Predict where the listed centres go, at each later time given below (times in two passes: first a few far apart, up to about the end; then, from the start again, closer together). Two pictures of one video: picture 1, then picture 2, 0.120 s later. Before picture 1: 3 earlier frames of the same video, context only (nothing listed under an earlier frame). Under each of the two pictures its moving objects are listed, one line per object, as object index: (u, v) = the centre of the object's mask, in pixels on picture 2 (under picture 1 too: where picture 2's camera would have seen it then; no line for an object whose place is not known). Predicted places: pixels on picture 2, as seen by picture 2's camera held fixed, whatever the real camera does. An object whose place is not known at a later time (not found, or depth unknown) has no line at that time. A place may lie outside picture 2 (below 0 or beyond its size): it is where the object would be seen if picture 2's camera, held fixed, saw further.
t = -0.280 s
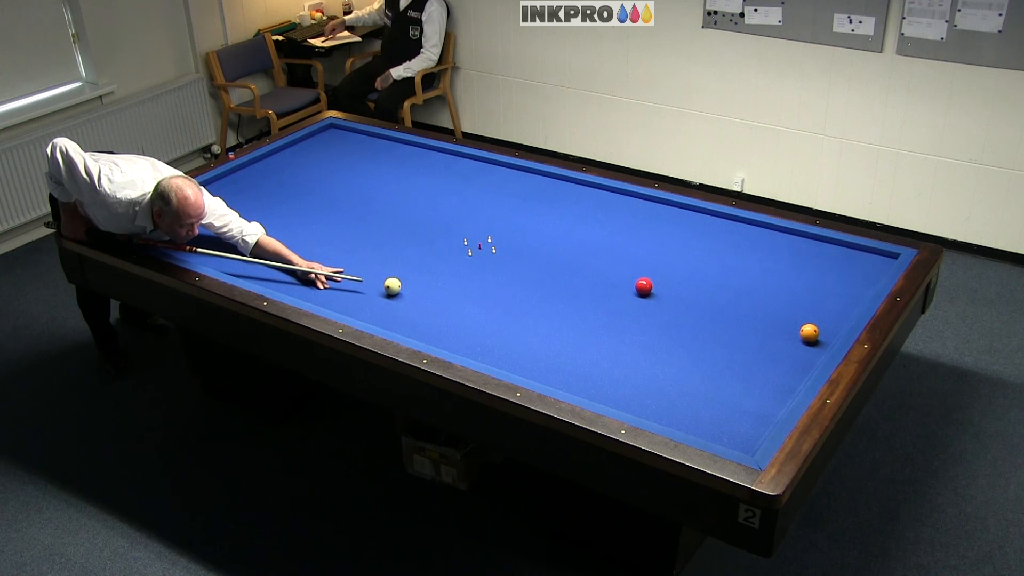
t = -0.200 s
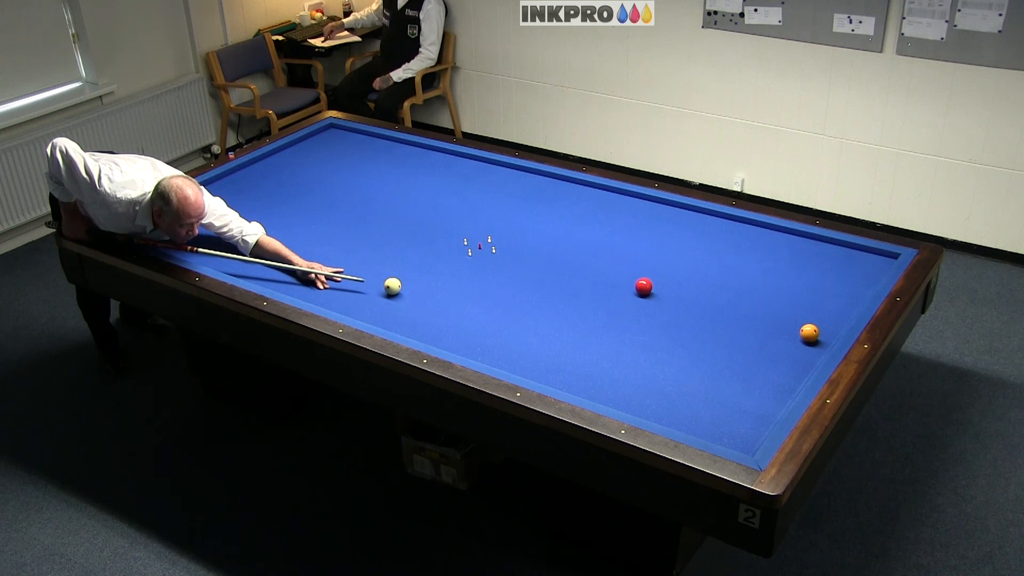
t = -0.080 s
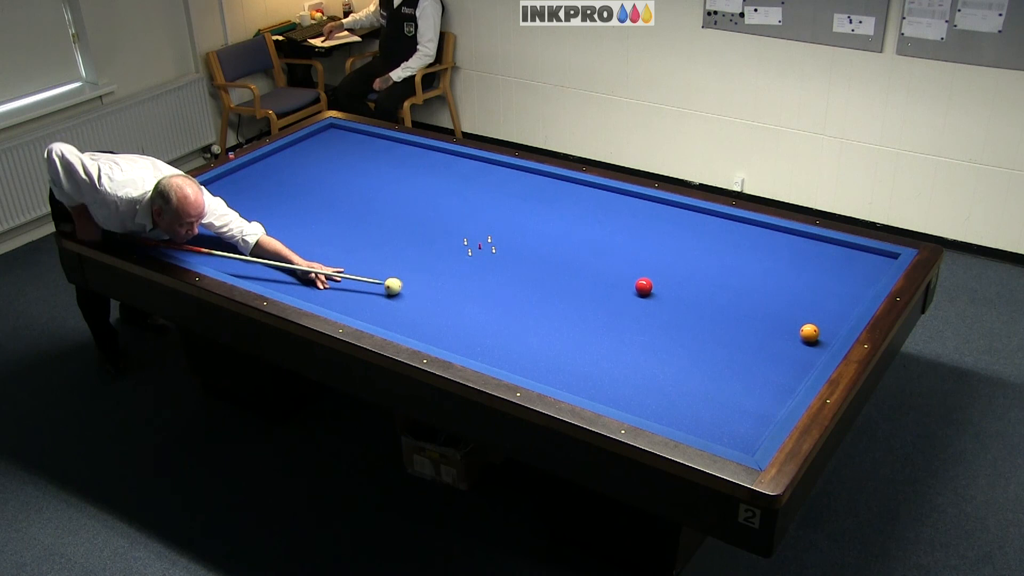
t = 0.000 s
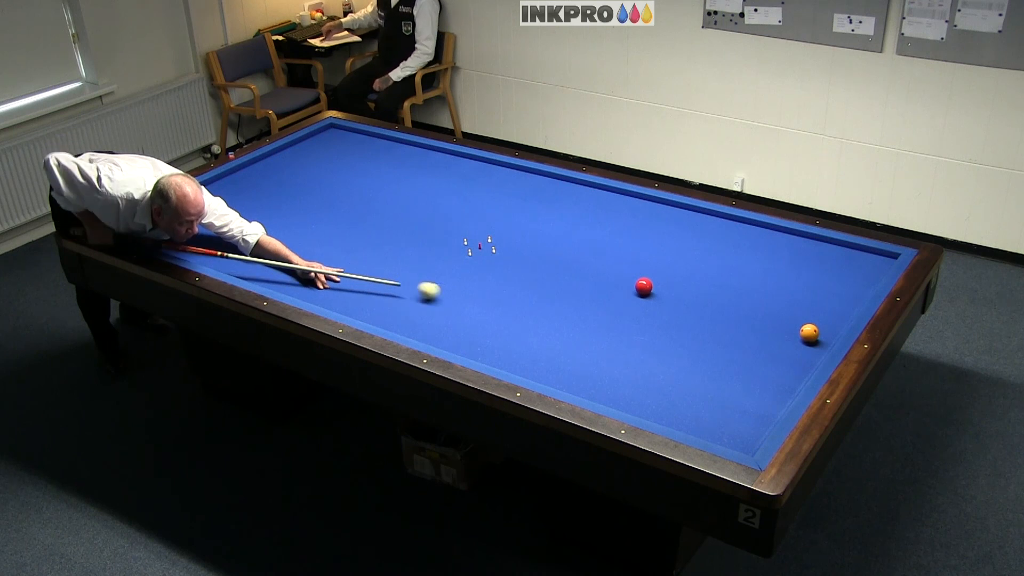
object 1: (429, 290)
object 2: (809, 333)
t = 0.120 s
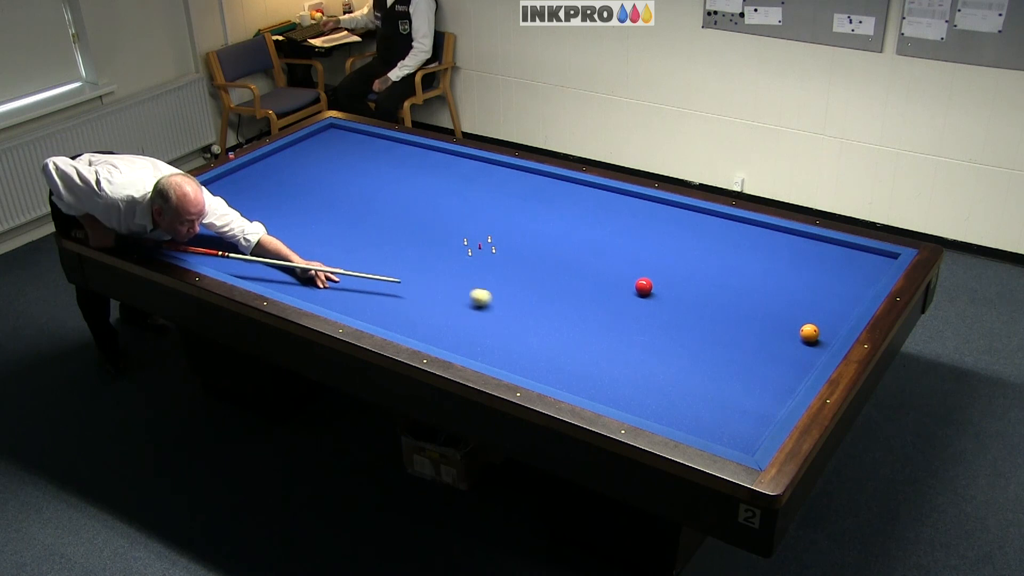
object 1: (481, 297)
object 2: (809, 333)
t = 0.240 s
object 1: (531, 304)
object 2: (809, 333)
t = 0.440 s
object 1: (616, 315)
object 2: (809, 333)
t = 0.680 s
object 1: (723, 329)
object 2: (809, 333)
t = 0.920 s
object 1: (820, 349)
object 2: (821, 327)
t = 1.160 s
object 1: (764, 342)
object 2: (846, 315)
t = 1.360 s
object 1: (722, 336)
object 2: (847, 304)
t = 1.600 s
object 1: (675, 329)
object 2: (849, 290)
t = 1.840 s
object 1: (629, 323)
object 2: (850, 278)
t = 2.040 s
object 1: (592, 318)
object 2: (851, 268)
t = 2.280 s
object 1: (550, 312)
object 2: (853, 258)
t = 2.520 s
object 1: (510, 306)
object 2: (853, 248)
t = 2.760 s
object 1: (471, 301)
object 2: (845, 251)
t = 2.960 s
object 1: (440, 296)
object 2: (839, 254)
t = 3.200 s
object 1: (404, 291)
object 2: (832, 257)
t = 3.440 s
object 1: (371, 286)
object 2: (824, 261)
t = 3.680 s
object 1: (338, 281)
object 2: (818, 264)
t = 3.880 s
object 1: (313, 278)
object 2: (813, 266)
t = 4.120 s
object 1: (283, 273)
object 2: (807, 269)
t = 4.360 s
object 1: (255, 269)
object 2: (801, 271)
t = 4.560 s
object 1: (233, 266)
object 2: (797, 273)
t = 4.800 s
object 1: (208, 261)
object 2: (792, 275)
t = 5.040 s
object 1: (189, 254)
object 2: (788, 277)
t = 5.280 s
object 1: (176, 248)
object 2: (784, 278)
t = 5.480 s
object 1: (166, 243)
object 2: (781, 280)
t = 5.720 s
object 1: (155, 237)
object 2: (777, 281)
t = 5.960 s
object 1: (145, 230)
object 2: (775, 282)
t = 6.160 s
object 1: (136, 226)
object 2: (773, 282)
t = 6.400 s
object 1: (127, 220)
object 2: (771, 283)
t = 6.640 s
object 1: (136, 222)
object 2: (770, 283)
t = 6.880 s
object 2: (769, 283)
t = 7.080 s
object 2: (769, 284)
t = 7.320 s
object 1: (157, 225)
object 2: (769, 283)
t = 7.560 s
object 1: (164, 226)
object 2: (769, 283)
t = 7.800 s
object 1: (170, 227)
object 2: (769, 283)
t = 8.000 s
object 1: (175, 228)
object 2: (769, 283)
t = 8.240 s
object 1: (180, 229)
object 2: (769, 283)
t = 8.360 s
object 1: (183, 229)
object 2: (769, 283)
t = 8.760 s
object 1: (190, 231)
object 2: (769, 283)
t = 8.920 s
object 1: (192, 231)
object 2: (769, 283)
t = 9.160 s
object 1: (196, 232)
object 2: (769, 283)
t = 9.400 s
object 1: (199, 232)
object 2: (769, 283)
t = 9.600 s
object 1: (201, 233)
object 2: (769, 283)
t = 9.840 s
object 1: (203, 233)
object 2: (769, 283)
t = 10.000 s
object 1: (204, 234)
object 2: (769, 283)
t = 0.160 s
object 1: (497, 299)
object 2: (809, 333)
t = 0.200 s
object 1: (514, 302)
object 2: (809, 333)
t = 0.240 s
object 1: (531, 304)
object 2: (809, 333)
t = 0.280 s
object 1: (548, 306)
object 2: (809, 333)
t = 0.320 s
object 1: (565, 309)
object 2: (809, 333)
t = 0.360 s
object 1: (582, 311)
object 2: (809, 333)
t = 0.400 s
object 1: (599, 313)
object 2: (809, 333)
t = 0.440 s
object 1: (616, 315)
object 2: (809, 333)
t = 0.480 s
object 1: (634, 318)
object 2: (809, 333)
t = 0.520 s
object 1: (651, 320)
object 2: (809, 333)
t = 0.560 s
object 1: (669, 322)
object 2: (809, 333)
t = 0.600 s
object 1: (687, 325)
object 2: (809, 333)
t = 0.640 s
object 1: (705, 327)
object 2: (809, 333)
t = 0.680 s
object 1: (723, 329)
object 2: (809, 333)
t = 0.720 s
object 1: (741, 332)
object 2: (809, 333)
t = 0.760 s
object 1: (760, 334)
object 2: (809, 333)
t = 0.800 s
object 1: (778, 337)
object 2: (809, 333)
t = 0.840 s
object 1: (796, 339)
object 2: (810, 332)
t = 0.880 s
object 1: (808, 345)
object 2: (816, 329)
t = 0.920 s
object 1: (820, 349)
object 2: (821, 327)
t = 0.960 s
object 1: (812, 349)
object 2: (826, 325)
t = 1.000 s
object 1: (800, 347)
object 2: (831, 323)
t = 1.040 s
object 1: (790, 345)
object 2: (835, 321)
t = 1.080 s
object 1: (780, 344)
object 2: (840, 319)
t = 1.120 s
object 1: (772, 343)
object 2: (844, 317)
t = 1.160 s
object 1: (764, 342)
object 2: (846, 315)
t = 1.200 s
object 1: (755, 341)
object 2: (846, 313)
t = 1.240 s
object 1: (747, 339)
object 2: (846, 311)
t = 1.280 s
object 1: (739, 338)
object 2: (847, 308)
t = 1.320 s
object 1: (731, 337)
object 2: (847, 306)
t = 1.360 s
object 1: (722, 336)
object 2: (847, 304)
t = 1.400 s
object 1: (714, 335)
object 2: (848, 301)
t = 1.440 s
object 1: (706, 334)
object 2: (848, 299)
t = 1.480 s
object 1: (698, 333)
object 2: (848, 297)
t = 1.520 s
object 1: (690, 332)
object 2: (848, 295)
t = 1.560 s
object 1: (683, 330)
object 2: (849, 292)
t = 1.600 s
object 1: (675, 329)
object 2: (849, 290)
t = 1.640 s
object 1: (667, 328)
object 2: (849, 288)
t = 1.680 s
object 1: (659, 327)
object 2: (849, 286)
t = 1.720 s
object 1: (652, 326)
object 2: (850, 284)
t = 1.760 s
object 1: (644, 325)
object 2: (850, 282)
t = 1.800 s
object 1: (637, 324)
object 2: (850, 280)
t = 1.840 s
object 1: (629, 323)
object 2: (850, 278)
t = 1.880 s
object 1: (622, 322)
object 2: (851, 276)
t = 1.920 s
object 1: (614, 321)
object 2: (851, 274)
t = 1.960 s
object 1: (607, 320)
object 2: (851, 272)
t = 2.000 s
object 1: (600, 319)
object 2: (851, 270)
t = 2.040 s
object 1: (592, 318)
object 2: (851, 268)
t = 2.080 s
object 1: (585, 317)
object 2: (852, 266)
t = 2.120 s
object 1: (578, 316)
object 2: (852, 265)
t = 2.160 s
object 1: (571, 315)
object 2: (852, 263)
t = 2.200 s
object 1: (564, 314)
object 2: (852, 261)
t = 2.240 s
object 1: (557, 313)
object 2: (852, 259)
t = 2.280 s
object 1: (550, 312)
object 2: (853, 258)
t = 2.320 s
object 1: (543, 311)
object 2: (853, 256)
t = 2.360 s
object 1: (536, 310)
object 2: (853, 254)
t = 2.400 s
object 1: (530, 309)
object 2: (853, 252)
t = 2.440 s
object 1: (523, 308)
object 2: (853, 251)
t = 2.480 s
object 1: (516, 307)
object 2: (853, 249)
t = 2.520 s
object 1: (510, 306)
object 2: (853, 248)
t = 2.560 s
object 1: (503, 305)
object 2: (852, 248)
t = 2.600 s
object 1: (497, 304)
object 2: (851, 249)
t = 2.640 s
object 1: (490, 303)
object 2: (849, 249)
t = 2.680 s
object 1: (483, 302)
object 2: (848, 250)
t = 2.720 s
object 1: (477, 302)
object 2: (847, 251)
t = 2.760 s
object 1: (471, 301)
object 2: (845, 251)
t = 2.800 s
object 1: (465, 300)
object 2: (844, 252)
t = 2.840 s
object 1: (458, 299)
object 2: (843, 252)
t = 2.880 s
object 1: (452, 298)
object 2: (841, 253)
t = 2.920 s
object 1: (446, 297)
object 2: (840, 254)
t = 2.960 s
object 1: (440, 296)
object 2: (839, 254)
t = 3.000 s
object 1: (434, 295)
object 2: (838, 255)
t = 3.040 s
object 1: (428, 295)
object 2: (837, 255)
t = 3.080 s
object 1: (422, 294)
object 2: (835, 256)
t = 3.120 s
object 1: (416, 293)
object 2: (834, 256)
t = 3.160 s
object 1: (410, 292)
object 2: (833, 257)
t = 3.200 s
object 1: (404, 291)
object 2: (832, 257)
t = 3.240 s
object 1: (399, 290)
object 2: (830, 258)
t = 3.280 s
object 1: (393, 289)
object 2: (829, 259)
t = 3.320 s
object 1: (387, 289)
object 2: (828, 259)
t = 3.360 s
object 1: (382, 287)
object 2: (827, 260)
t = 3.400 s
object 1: (376, 287)
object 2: (826, 260)
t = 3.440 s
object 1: (371, 286)
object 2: (824, 261)
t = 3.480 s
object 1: (365, 285)
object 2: (823, 261)
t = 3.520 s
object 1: (360, 285)
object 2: (822, 262)
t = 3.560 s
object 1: (354, 284)
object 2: (821, 262)
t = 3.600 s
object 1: (349, 283)
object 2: (820, 263)
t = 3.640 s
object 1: (344, 282)
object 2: (819, 263)
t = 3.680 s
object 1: (338, 281)
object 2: (818, 264)
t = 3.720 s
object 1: (333, 281)
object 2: (817, 264)
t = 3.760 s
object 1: (328, 280)
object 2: (816, 265)
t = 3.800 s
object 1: (323, 279)
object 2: (815, 265)
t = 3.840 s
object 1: (318, 278)
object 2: (814, 266)
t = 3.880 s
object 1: (313, 278)
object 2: (813, 266)
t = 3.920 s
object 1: (308, 277)
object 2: (811, 267)
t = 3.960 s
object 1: (303, 276)
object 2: (811, 267)
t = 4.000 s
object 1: (298, 276)
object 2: (810, 267)
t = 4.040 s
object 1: (293, 275)
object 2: (809, 268)
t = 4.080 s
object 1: (288, 274)
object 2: (808, 268)
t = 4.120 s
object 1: (283, 273)
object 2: (807, 269)
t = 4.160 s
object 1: (278, 273)
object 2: (806, 269)
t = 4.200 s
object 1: (274, 272)
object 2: (805, 269)
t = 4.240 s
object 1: (269, 271)
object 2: (804, 270)
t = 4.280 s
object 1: (264, 270)
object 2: (803, 270)
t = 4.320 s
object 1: (260, 270)
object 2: (802, 271)
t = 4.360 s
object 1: (255, 269)
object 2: (801, 271)
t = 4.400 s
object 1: (251, 268)
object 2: (800, 271)
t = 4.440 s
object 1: (246, 268)
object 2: (799, 272)
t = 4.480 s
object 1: (242, 267)
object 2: (798, 272)
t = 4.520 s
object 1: (237, 266)
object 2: (798, 272)
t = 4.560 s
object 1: (233, 266)
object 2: (797, 273)
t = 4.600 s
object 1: (229, 265)
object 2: (796, 273)
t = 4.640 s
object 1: (224, 264)
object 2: (795, 274)
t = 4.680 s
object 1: (220, 263)
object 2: (794, 274)
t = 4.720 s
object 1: (216, 262)
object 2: (794, 274)
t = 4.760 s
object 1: (212, 261)
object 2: (793, 275)
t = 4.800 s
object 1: (208, 261)
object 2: (792, 275)
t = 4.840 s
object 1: (204, 260)
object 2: (791, 275)
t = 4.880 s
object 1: (200, 259)
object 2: (790, 276)
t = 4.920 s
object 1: (196, 258)
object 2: (790, 276)
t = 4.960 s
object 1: (194, 256)
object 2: (789, 276)
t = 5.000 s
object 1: (192, 255)
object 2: (788, 277)
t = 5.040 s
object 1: (189, 254)
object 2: (788, 277)
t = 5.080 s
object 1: (187, 253)
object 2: (787, 277)
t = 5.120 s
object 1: (185, 252)
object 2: (786, 277)
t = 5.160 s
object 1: (183, 251)
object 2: (786, 278)
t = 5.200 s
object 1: (181, 250)
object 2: (785, 278)
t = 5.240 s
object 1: (179, 249)
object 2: (784, 278)
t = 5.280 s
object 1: (176, 248)
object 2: (784, 278)
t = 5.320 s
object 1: (174, 247)
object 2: (783, 279)
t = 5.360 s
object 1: (172, 246)
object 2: (783, 279)
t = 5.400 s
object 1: (170, 245)
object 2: (782, 279)
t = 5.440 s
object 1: (168, 244)
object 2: (781, 279)
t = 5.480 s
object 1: (166, 243)
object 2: (781, 280)
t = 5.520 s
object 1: (164, 242)
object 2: (780, 280)
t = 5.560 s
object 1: (162, 241)
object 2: (780, 280)
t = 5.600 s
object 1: (160, 240)
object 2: (779, 280)
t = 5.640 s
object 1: (159, 238)
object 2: (778, 281)
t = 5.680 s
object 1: (157, 238)
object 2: (778, 281)
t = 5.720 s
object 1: (155, 237)
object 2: (777, 281)
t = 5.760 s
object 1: (153, 235)
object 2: (777, 281)
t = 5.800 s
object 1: (151, 234)
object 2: (776, 281)
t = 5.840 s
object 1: (150, 233)
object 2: (776, 281)
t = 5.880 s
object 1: (148, 232)
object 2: (776, 282)
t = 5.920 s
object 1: (146, 231)
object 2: (775, 282)
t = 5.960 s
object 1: (145, 230)
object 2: (775, 282)
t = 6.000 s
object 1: (143, 229)
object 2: (774, 282)
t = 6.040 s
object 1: (141, 228)
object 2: (774, 282)
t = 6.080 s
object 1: (139, 227)
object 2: (773, 282)
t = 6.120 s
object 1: (138, 227)
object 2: (773, 282)
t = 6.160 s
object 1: (136, 226)
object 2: (773, 282)
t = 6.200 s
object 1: (134, 225)
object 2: (772, 282)
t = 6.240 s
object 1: (133, 224)
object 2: (772, 283)
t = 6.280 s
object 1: (131, 223)
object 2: (772, 283)
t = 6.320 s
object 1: (130, 222)
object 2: (772, 283)
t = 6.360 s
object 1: (128, 221)
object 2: (771, 283)
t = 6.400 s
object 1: (127, 220)
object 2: (771, 283)
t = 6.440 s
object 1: (129, 220)
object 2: (771, 283)
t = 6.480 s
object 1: (129, 221)
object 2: (771, 283)
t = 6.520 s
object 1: (131, 221)
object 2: (771, 283)
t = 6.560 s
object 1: (133, 221)
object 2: (770, 283)
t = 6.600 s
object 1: (134, 221)
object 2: (770, 283)
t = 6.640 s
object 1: (136, 222)
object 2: (770, 283)
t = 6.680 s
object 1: (137, 222)
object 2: (770, 284)
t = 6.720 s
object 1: (139, 222)
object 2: (770, 283)
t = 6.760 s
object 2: (770, 284)
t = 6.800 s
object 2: (769, 283)
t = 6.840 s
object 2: (769, 284)
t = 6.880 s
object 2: (769, 283)
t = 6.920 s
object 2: (769, 283)
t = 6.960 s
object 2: (769, 283)
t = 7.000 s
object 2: (769, 283)
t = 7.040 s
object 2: (769, 284)
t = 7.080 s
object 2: (769, 284)
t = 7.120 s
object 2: (769, 284)
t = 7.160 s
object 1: (152, 222)
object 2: (769, 284)
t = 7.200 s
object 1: (153, 225)
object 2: (769, 284)
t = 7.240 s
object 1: (155, 224)
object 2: (769, 284)
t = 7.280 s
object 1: (156, 225)
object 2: (769, 283)
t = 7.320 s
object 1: (157, 225)
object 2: (769, 283)
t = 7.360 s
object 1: (158, 225)
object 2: (769, 284)
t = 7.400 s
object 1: (159, 225)
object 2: (769, 284)
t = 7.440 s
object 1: (160, 226)
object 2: (769, 284)
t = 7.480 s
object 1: (161, 226)
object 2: (769, 284)
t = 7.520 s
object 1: (163, 226)
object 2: (769, 283)
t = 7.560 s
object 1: (164, 226)
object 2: (769, 283)
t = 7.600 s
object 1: (165, 226)
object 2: (769, 283)
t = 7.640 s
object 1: (166, 226)
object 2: (769, 283)
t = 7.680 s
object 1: (167, 227)
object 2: (769, 284)
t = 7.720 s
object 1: (168, 227)
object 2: (769, 284)
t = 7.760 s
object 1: (169, 227)
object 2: (769, 284)
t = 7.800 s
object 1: (170, 227)
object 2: (769, 283)
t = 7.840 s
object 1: (171, 227)
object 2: (769, 283)
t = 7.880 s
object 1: (172, 228)
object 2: (769, 283)
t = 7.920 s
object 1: (173, 228)
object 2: (769, 283)
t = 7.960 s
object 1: (174, 228)
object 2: (769, 283)
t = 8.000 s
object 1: (175, 228)
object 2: (769, 283)
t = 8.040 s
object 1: (176, 228)
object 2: (769, 283)
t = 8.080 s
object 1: (177, 228)
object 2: (769, 283)
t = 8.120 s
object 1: (178, 228)
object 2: (769, 283)
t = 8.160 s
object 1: (178, 229)
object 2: (769, 284)
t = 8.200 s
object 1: (179, 229)
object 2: (769, 283)
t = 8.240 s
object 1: (180, 229)
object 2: (769, 283)
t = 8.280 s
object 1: (181, 229)
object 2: (769, 283)
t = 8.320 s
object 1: (182, 229)
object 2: (769, 283)
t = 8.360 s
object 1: (183, 229)
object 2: (769, 283)
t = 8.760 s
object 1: (190, 231)
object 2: (769, 283)
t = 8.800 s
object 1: (191, 231)
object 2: (769, 283)
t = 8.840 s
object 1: (191, 231)
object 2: (769, 283)
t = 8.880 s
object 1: (192, 231)
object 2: (769, 284)
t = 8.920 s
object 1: (192, 231)
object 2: (769, 283)
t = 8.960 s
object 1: (193, 231)
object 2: (769, 283)
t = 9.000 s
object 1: (194, 232)
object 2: (769, 283)
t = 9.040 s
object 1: (194, 232)
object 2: (769, 283)
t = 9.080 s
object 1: (195, 232)
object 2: (769, 283)
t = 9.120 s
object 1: (195, 232)
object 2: (769, 283)
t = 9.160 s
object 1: (196, 232)
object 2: (769, 283)
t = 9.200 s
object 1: (196, 232)
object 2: (769, 283)
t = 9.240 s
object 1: (197, 232)
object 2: (769, 283)
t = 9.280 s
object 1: (197, 232)
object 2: (769, 283)
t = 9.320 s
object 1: (198, 232)
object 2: (769, 283)
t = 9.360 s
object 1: (198, 232)
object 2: (769, 283)
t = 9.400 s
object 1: (199, 232)
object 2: (769, 283)
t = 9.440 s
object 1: (199, 232)
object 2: (769, 283)
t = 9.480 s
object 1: (200, 233)
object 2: (769, 283)
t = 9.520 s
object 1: (200, 233)
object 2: (769, 283)
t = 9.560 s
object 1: (201, 233)
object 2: (769, 283)
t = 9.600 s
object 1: (201, 233)
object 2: (769, 283)
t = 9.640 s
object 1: (201, 233)
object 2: (769, 283)
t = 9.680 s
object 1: (202, 233)
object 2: (769, 283)
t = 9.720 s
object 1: (202, 233)
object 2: (769, 283)
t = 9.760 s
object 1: (202, 233)
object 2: (769, 283)
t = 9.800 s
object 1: (203, 233)
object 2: (769, 283)
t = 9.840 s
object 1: (203, 233)
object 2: (769, 283)
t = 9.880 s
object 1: (203, 233)
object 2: (769, 283)
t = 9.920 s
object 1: (204, 233)
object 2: (769, 283)
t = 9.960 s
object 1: (204, 233)
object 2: (769, 283)
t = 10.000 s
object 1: (204, 234)
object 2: (769, 283)
